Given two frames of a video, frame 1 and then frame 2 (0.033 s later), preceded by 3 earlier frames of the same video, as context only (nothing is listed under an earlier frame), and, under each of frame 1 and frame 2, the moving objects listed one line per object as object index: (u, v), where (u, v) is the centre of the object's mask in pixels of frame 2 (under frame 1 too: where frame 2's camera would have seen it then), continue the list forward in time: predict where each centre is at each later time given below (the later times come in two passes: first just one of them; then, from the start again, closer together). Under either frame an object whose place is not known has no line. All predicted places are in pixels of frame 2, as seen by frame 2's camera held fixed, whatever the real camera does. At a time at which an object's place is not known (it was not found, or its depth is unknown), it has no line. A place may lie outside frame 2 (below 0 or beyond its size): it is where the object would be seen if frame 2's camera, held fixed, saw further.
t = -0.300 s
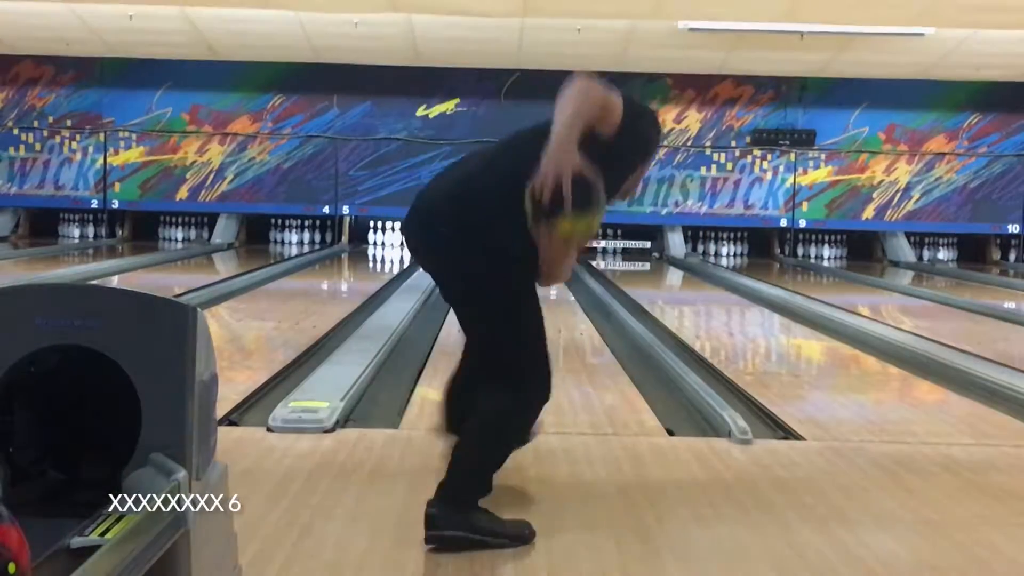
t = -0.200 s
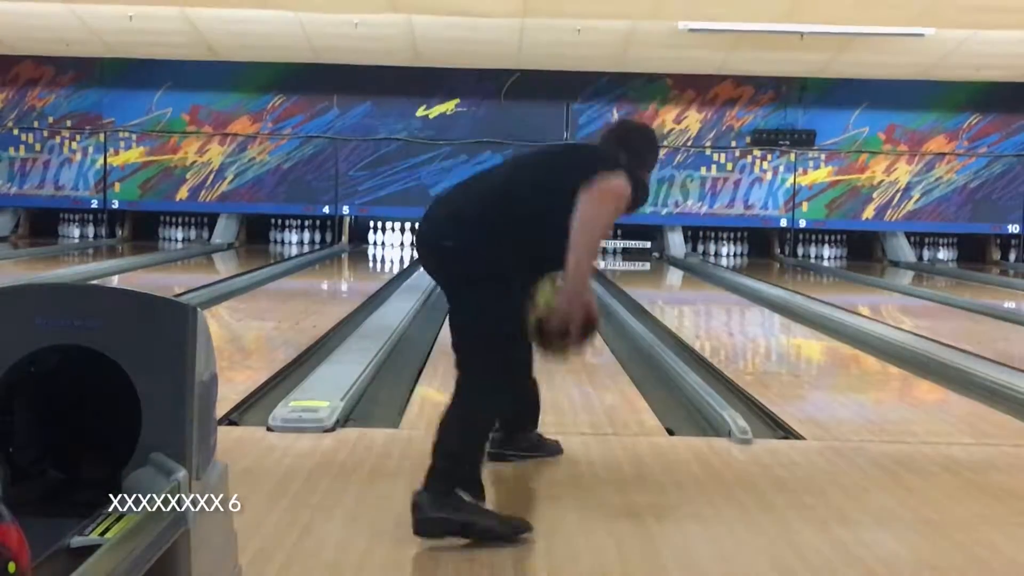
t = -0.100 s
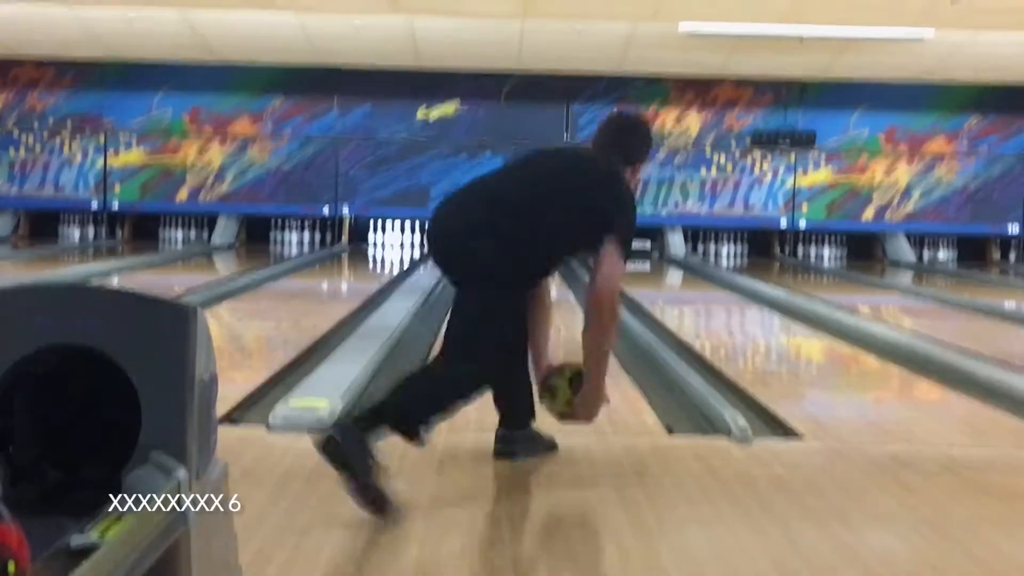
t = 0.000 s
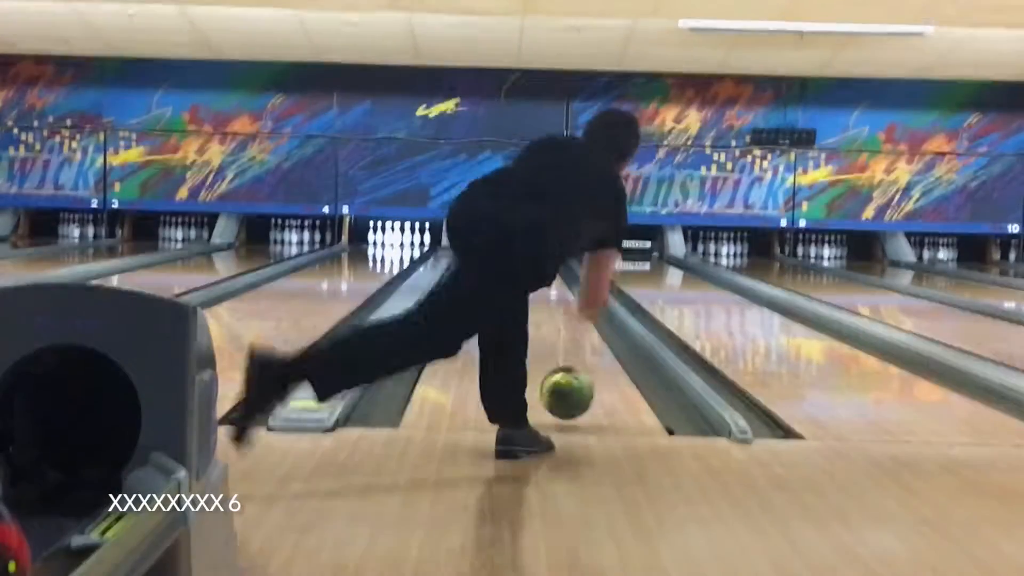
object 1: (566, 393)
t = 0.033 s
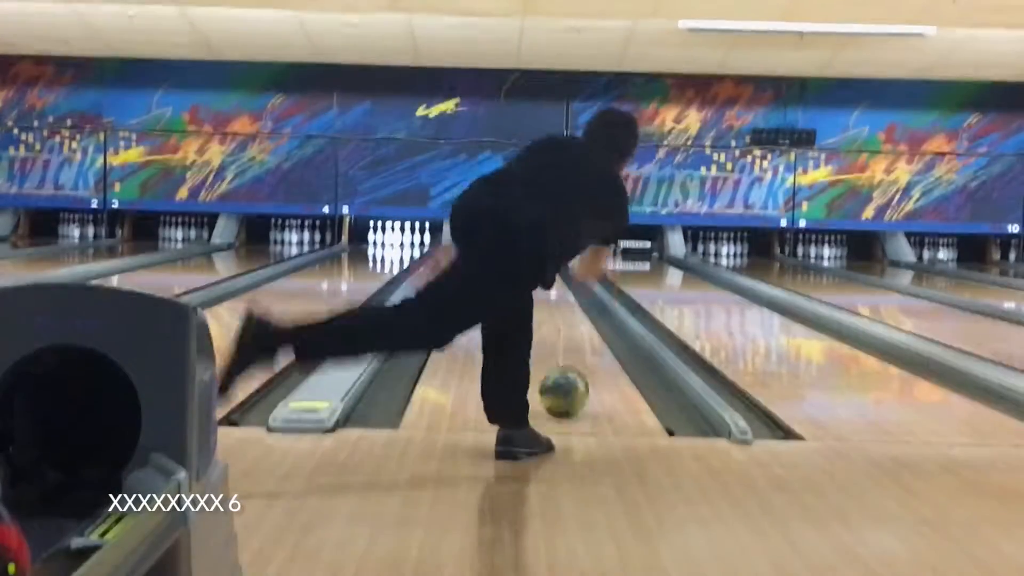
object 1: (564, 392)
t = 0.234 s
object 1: (550, 347)
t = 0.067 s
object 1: (559, 382)
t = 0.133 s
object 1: (556, 367)
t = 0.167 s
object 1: (554, 360)
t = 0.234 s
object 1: (550, 347)
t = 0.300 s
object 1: (550, 338)
